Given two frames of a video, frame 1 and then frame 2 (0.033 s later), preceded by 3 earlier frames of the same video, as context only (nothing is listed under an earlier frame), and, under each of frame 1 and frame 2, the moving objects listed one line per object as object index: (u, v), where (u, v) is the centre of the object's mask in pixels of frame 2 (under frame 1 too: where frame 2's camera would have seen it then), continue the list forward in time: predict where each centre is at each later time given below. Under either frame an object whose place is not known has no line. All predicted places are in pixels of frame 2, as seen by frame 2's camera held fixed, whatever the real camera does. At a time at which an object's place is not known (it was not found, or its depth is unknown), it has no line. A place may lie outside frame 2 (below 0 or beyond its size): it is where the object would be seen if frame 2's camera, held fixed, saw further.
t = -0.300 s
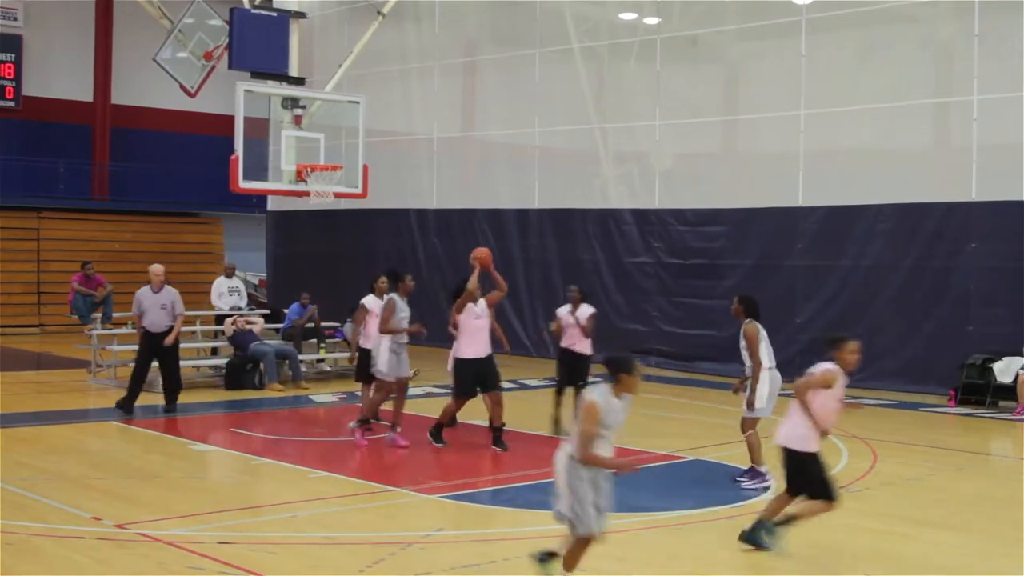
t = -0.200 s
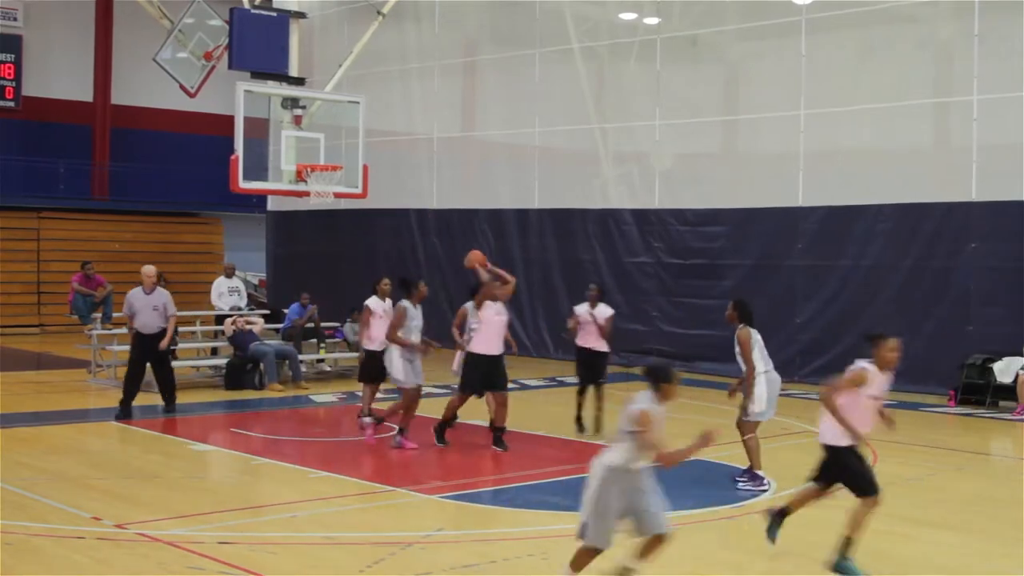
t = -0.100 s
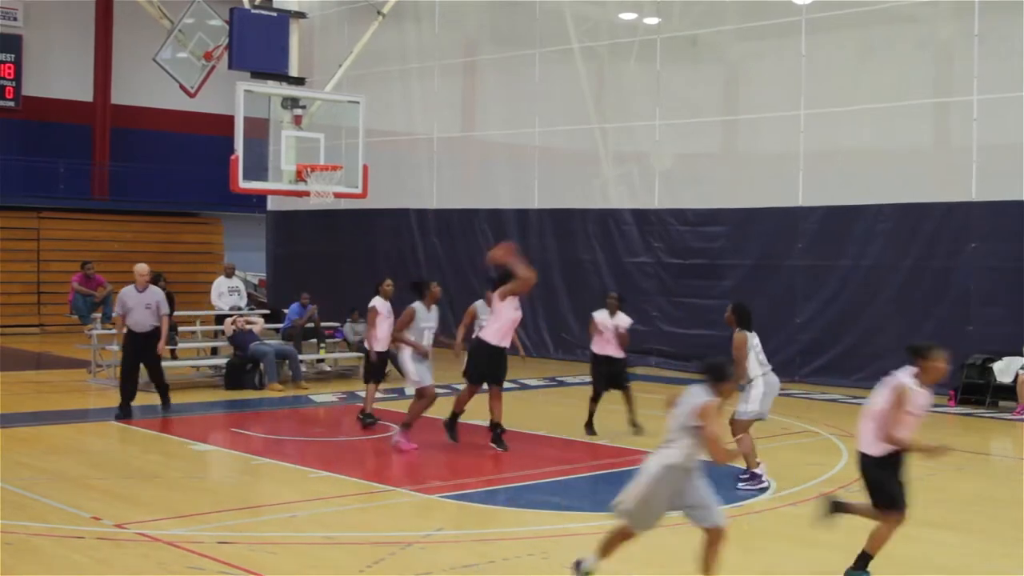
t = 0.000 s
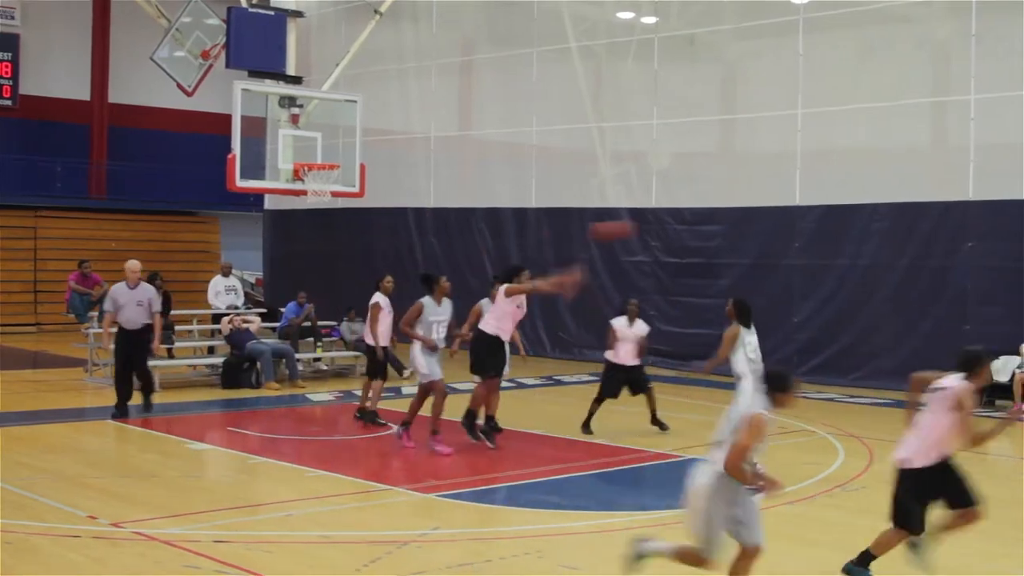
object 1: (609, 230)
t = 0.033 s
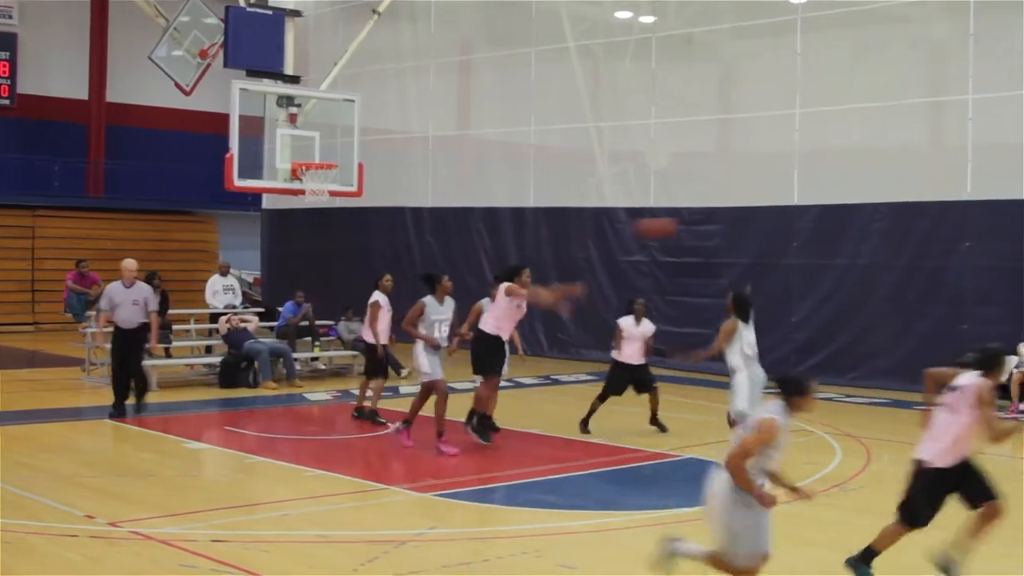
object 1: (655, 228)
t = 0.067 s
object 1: (699, 227)
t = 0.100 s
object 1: (740, 227)
